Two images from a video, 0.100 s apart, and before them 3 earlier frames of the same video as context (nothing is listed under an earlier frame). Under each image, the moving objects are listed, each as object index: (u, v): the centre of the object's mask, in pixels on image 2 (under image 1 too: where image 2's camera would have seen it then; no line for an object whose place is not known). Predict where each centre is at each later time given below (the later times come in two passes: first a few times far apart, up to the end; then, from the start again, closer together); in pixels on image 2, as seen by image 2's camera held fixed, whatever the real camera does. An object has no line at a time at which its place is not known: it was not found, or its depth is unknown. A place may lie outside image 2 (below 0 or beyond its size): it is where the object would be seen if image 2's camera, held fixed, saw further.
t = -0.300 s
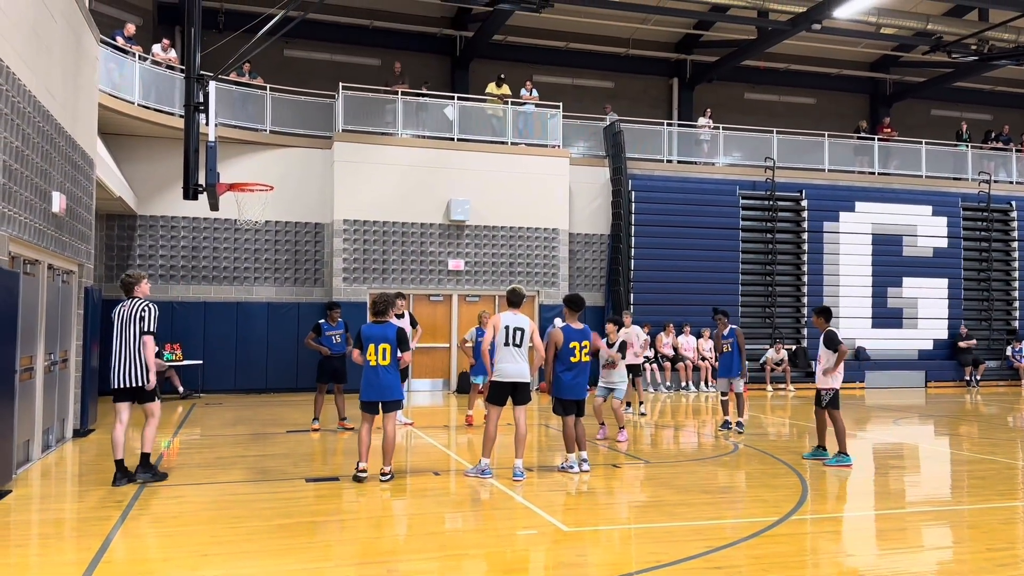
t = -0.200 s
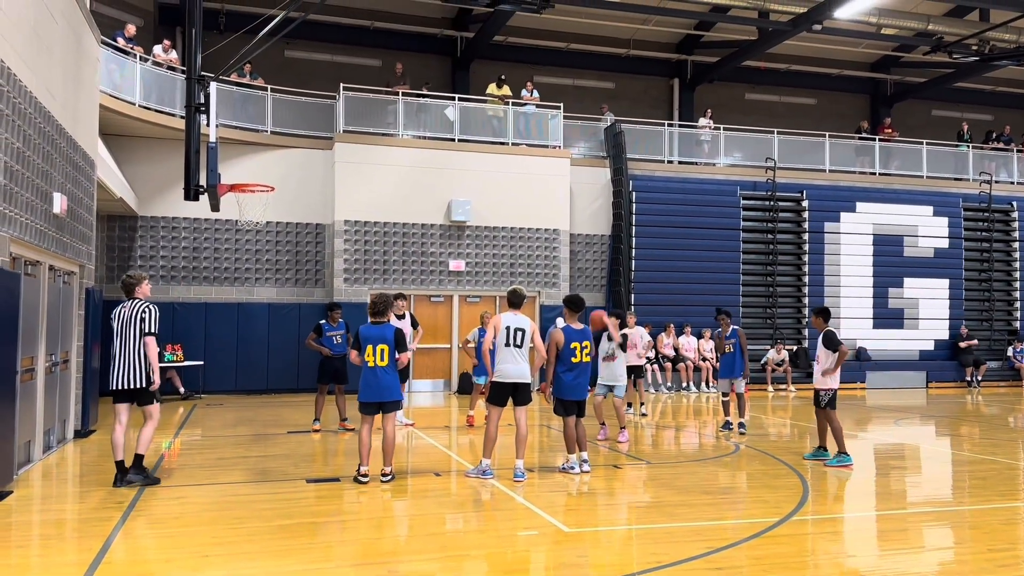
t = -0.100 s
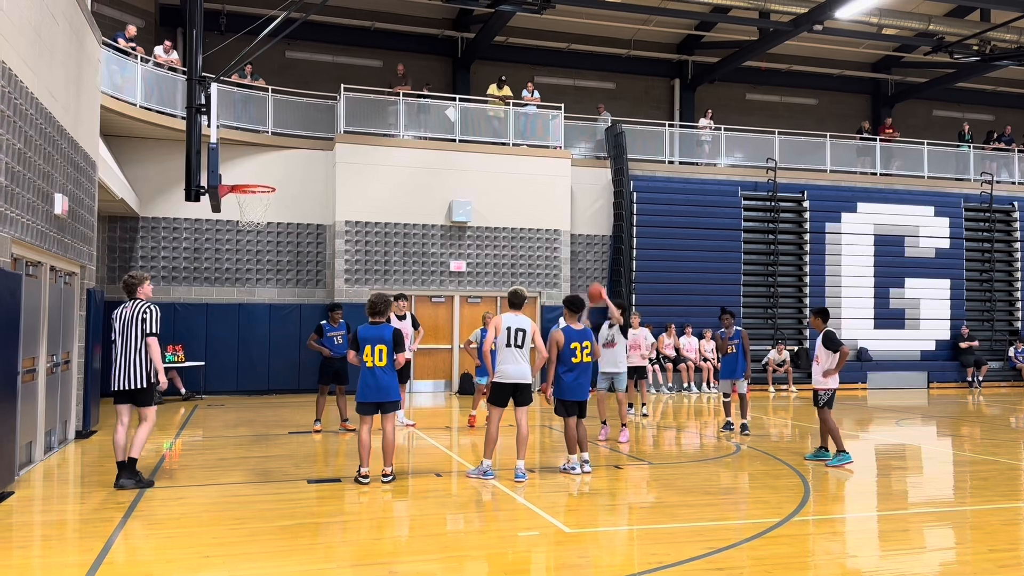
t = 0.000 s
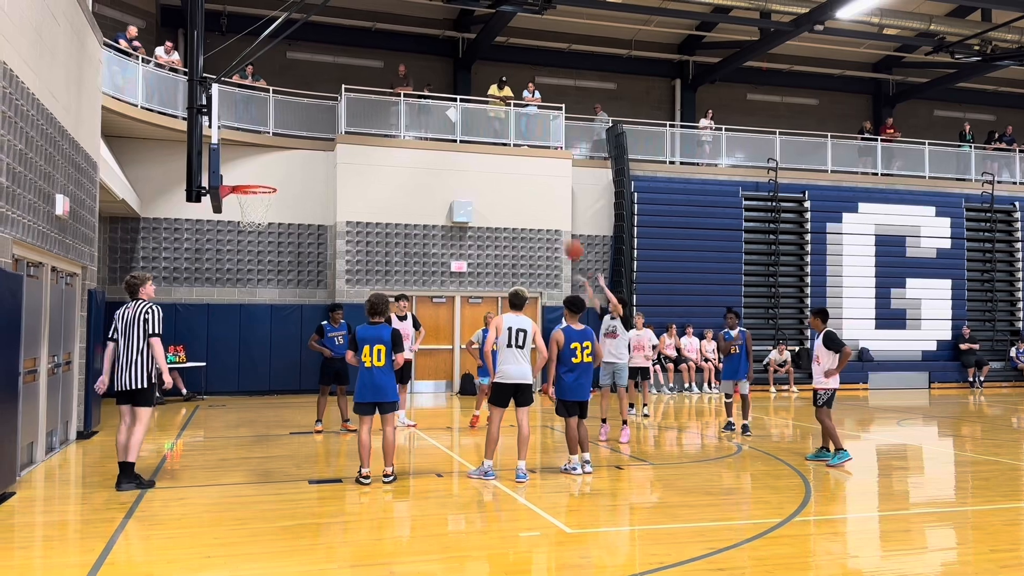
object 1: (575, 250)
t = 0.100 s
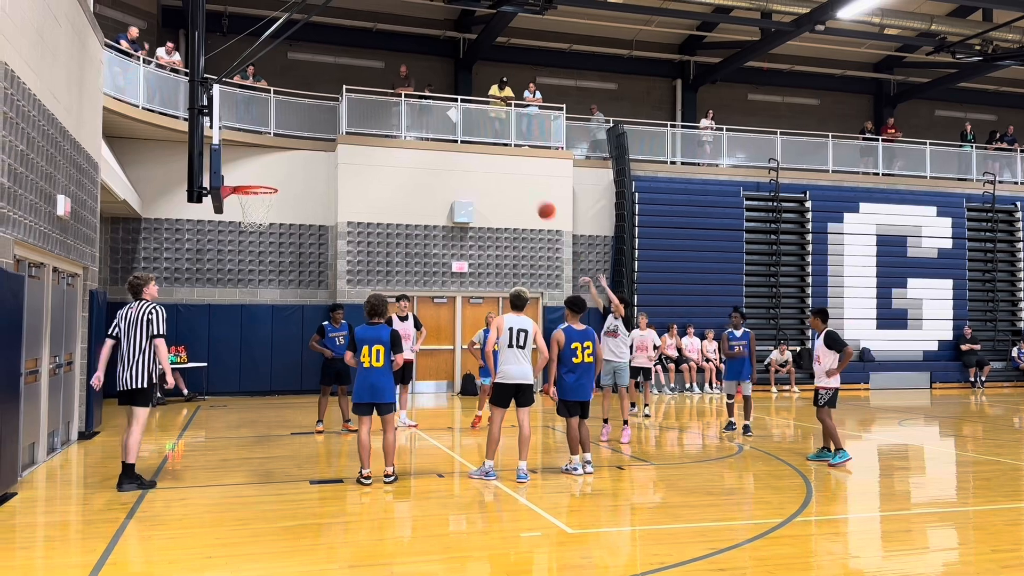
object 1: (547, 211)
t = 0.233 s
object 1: (508, 169)
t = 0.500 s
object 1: (429, 123)
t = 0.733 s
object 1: (356, 128)
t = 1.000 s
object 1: (270, 181)
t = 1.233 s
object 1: (232, 163)
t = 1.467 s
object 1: (248, 155)
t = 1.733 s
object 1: (260, 165)
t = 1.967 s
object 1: (259, 172)
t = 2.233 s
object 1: (259, 172)
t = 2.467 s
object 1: (256, 192)
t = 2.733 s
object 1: (253, 229)
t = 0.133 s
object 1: (538, 199)
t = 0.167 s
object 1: (527, 188)
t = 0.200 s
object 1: (518, 178)
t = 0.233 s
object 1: (508, 169)
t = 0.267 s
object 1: (498, 160)
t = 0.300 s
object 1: (488, 152)
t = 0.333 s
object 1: (479, 146)
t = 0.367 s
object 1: (469, 140)
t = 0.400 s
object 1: (459, 134)
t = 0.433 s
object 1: (449, 129)
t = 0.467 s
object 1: (439, 126)
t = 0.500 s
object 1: (429, 123)
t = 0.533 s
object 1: (419, 121)
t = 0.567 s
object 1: (410, 120)
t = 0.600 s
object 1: (398, 120)
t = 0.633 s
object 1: (387, 120)
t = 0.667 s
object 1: (377, 121)
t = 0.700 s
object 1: (367, 124)
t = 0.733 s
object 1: (356, 128)
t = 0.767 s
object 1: (345, 132)
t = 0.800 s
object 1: (334, 137)
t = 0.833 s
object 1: (324, 143)
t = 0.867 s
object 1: (313, 150)
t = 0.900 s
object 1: (302, 158)
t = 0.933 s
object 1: (291, 167)
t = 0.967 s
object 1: (280, 177)
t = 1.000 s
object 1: (270, 181)
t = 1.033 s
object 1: (263, 179)
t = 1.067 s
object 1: (255, 178)
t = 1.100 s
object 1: (247, 178)
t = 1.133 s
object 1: (240, 178)
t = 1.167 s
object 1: (237, 172)
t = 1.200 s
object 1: (234, 167)
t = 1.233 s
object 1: (232, 163)
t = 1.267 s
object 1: (232, 159)
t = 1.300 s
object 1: (235, 156)
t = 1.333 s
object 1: (238, 154)
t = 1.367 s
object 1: (240, 153)
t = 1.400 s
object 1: (243, 153)
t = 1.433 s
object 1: (245, 153)
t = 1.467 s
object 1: (248, 155)
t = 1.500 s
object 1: (251, 158)
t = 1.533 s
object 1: (253, 162)
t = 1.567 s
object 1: (256, 166)
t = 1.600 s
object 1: (259, 172)
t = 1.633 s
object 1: (260, 176)
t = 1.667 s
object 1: (260, 171)
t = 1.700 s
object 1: (260, 168)
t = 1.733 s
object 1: (260, 165)
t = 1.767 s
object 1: (260, 163)
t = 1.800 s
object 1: (259, 162)
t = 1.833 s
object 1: (259, 162)
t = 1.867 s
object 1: (259, 163)
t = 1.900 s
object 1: (259, 165)
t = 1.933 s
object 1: (259, 168)
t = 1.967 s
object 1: (259, 172)
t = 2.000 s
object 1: (259, 176)
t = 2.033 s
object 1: (259, 173)
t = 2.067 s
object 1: (259, 170)
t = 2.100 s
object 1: (259, 169)
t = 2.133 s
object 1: (259, 168)
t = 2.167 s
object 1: (259, 168)
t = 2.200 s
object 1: (259, 170)
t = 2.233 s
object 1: (259, 172)
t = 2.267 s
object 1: (259, 175)
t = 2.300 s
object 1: (259, 178)
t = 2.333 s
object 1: (259, 178)
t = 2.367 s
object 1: (258, 179)
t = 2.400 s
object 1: (259, 182)
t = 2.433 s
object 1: (258, 188)
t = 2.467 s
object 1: (256, 192)
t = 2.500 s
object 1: (256, 197)
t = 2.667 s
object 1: (253, 220)
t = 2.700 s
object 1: (252, 224)
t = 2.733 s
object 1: (253, 229)
